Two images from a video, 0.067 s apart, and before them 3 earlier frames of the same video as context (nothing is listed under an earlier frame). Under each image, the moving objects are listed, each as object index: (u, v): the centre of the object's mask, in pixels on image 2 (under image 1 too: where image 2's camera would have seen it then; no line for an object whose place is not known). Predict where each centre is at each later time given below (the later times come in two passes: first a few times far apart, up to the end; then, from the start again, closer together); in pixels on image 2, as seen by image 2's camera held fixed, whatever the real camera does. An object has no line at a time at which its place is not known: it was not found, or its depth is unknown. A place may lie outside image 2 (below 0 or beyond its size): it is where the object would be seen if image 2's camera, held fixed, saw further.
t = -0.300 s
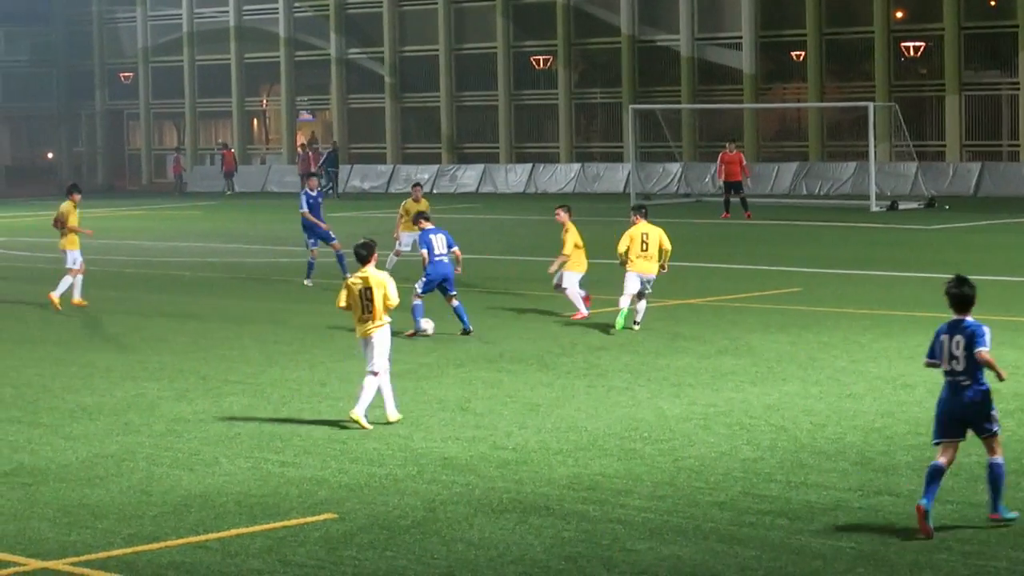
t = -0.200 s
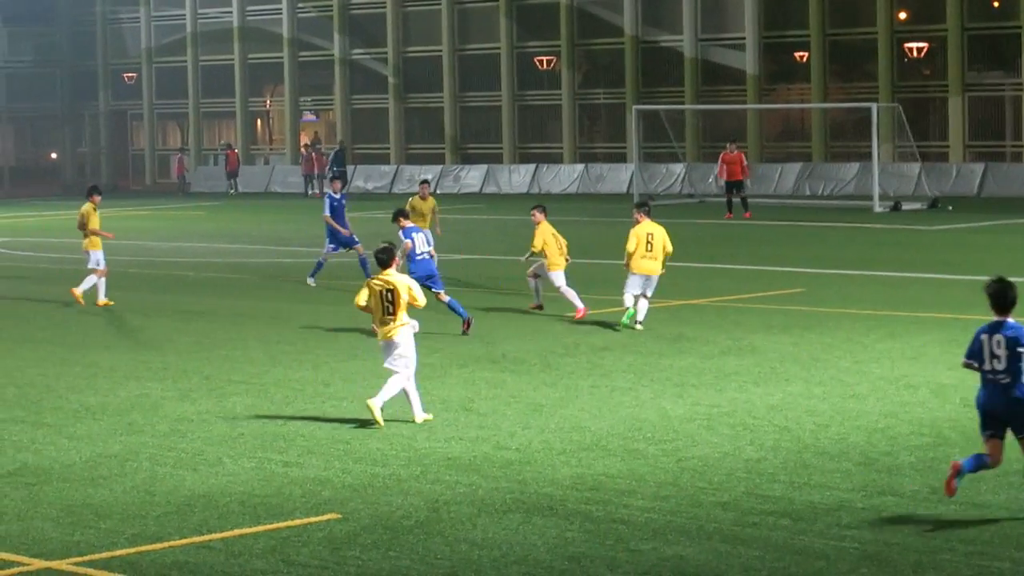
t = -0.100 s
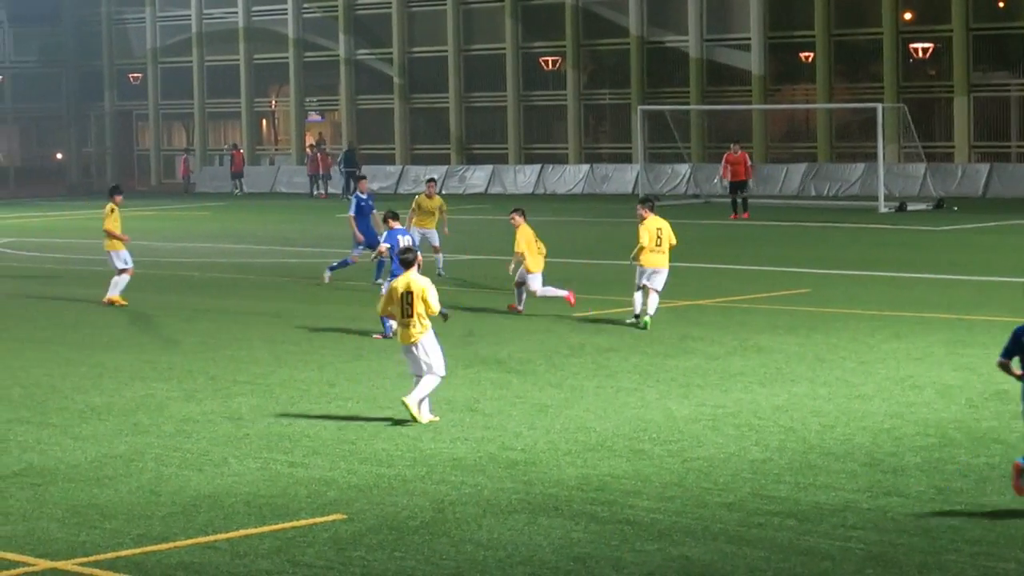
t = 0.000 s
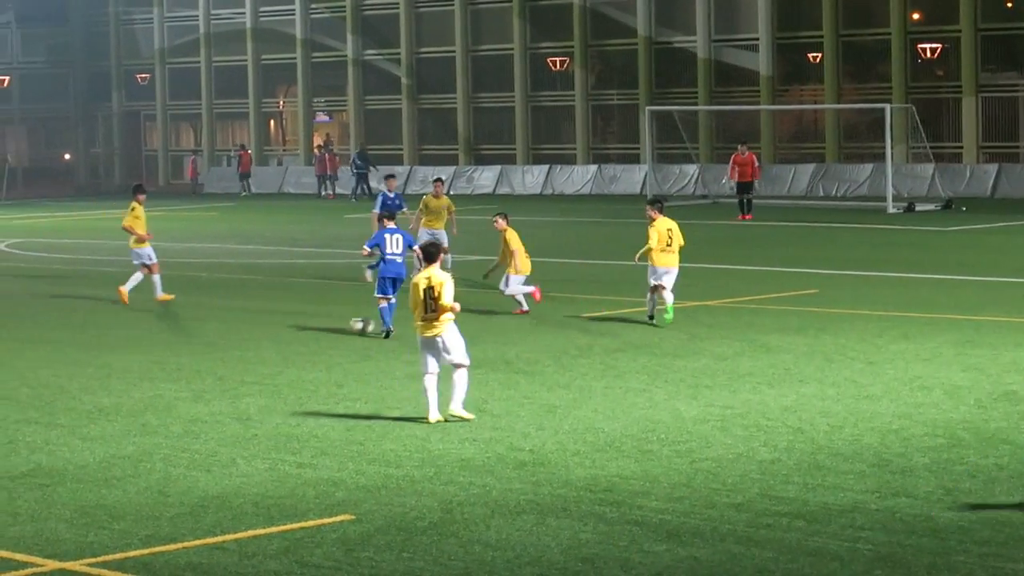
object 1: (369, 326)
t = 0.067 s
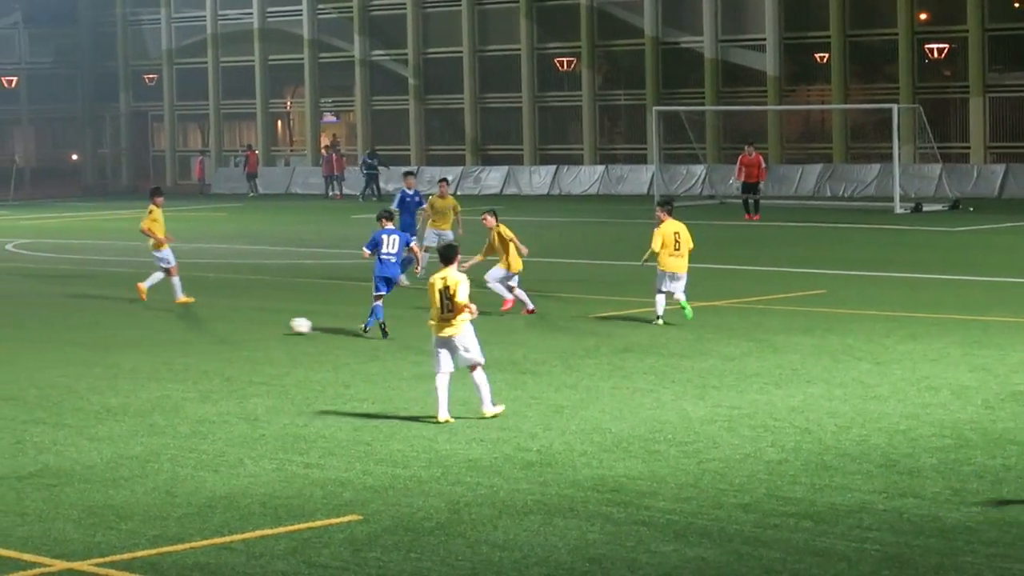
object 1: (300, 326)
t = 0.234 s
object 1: (144, 325)
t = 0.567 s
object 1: (-123, 329)
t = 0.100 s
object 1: (268, 325)
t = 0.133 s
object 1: (235, 326)
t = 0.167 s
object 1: (204, 325)
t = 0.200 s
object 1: (174, 326)
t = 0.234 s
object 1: (144, 325)
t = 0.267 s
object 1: (115, 326)
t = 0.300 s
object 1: (88, 326)
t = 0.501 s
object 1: (-74, 327)
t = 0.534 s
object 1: (-99, 328)
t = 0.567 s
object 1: (-123, 329)
